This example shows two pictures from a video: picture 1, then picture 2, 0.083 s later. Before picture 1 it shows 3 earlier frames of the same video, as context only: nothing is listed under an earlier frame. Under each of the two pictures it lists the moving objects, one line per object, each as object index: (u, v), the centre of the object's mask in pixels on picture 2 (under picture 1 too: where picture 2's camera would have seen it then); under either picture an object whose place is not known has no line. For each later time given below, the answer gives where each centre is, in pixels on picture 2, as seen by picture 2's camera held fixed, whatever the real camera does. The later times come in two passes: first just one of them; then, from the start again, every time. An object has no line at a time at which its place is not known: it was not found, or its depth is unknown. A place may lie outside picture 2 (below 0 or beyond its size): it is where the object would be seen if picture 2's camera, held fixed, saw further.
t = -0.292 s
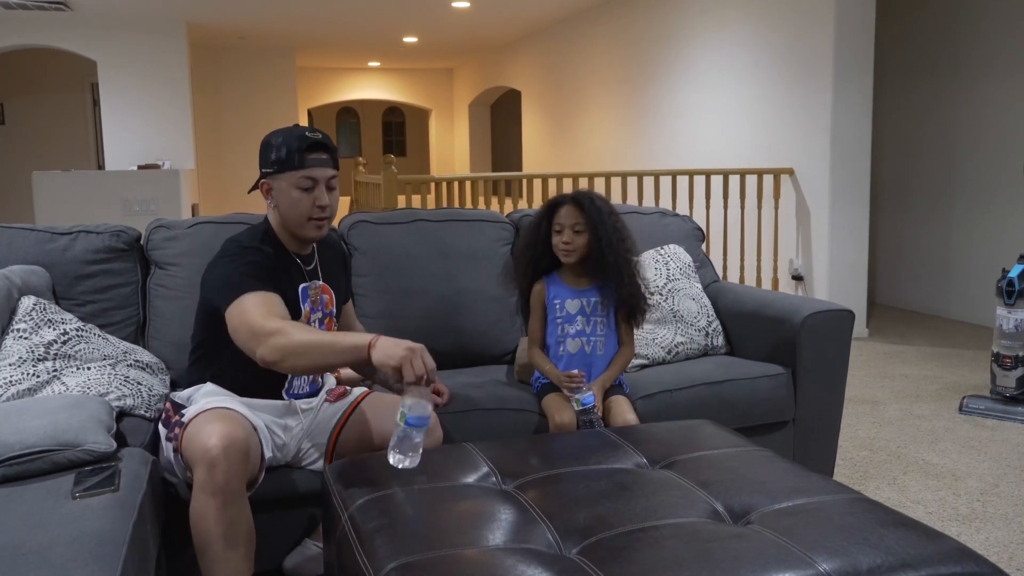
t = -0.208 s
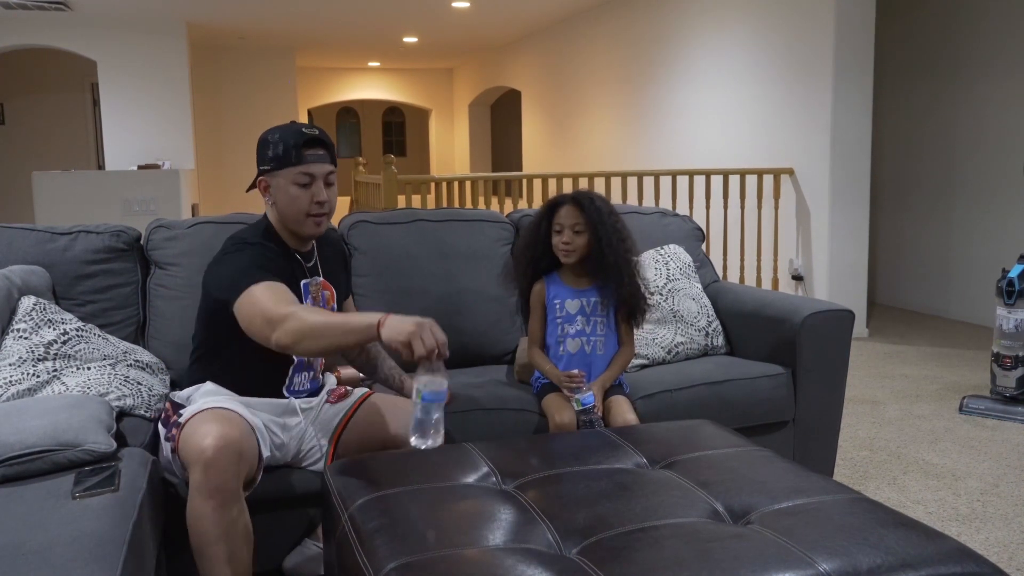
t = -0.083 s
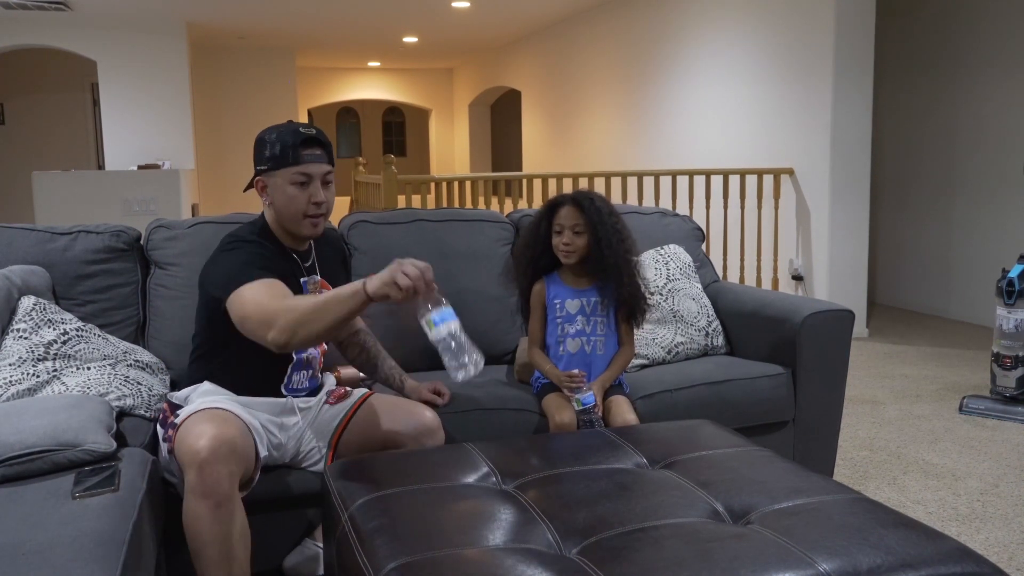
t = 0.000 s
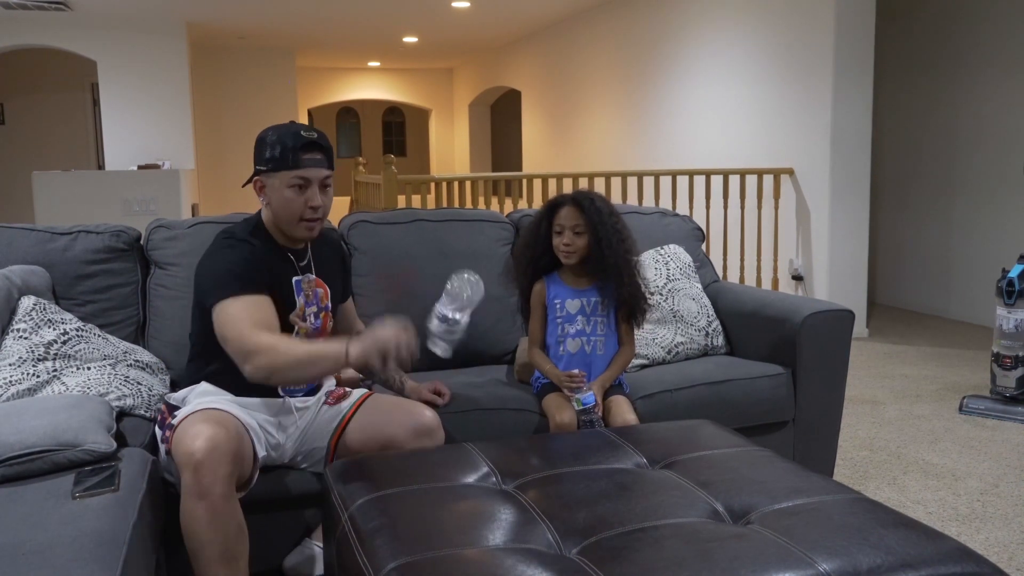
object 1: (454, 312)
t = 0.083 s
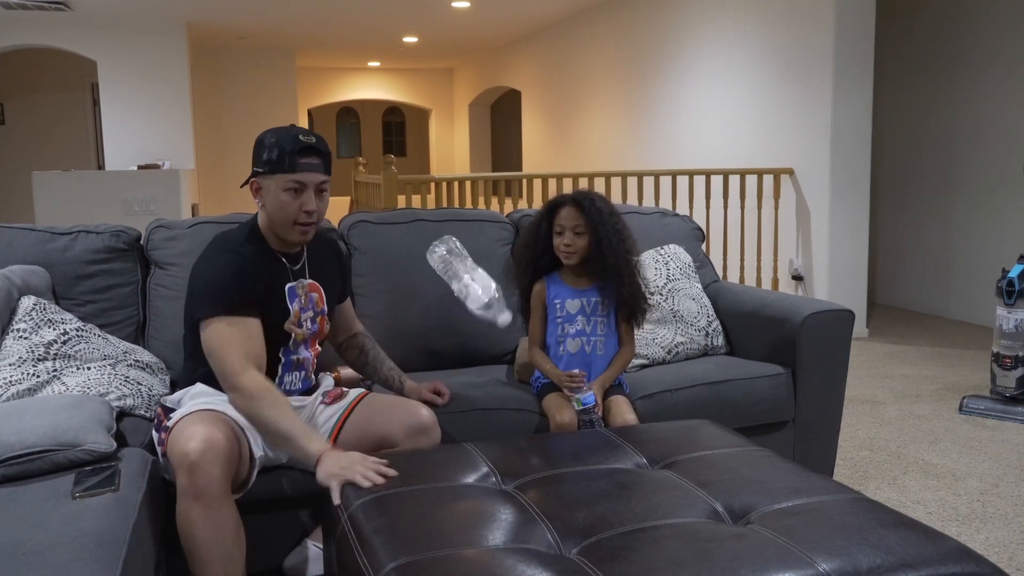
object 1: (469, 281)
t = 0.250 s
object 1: (458, 326)
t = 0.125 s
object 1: (466, 274)
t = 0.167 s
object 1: (462, 279)
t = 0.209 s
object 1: (460, 297)
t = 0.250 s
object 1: (458, 326)
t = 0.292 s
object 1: (456, 365)
